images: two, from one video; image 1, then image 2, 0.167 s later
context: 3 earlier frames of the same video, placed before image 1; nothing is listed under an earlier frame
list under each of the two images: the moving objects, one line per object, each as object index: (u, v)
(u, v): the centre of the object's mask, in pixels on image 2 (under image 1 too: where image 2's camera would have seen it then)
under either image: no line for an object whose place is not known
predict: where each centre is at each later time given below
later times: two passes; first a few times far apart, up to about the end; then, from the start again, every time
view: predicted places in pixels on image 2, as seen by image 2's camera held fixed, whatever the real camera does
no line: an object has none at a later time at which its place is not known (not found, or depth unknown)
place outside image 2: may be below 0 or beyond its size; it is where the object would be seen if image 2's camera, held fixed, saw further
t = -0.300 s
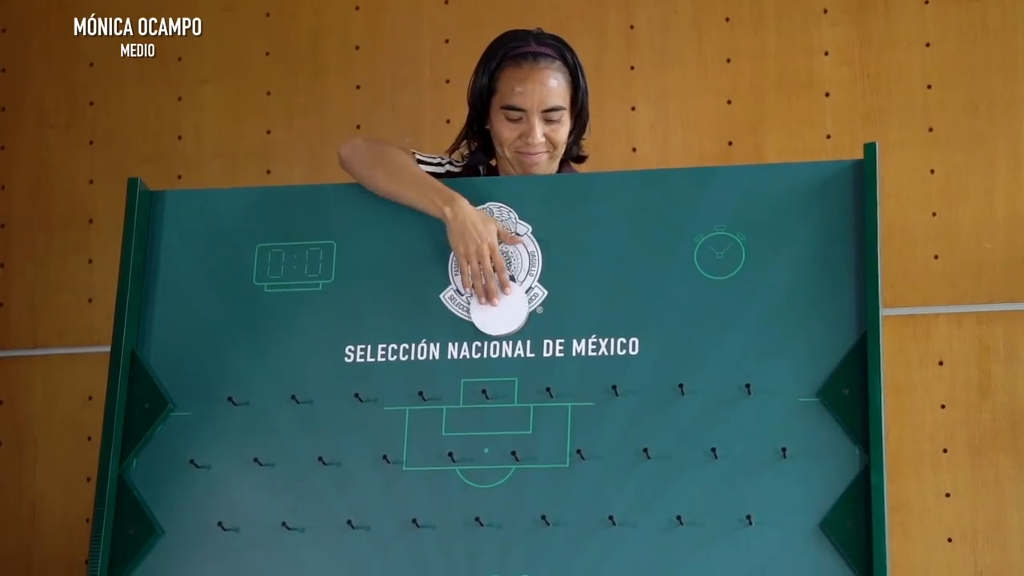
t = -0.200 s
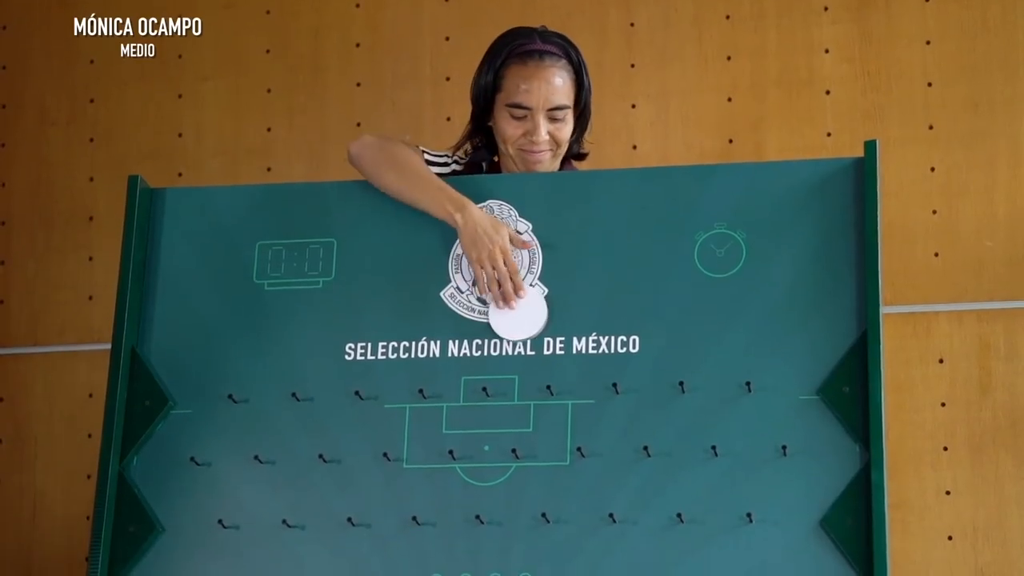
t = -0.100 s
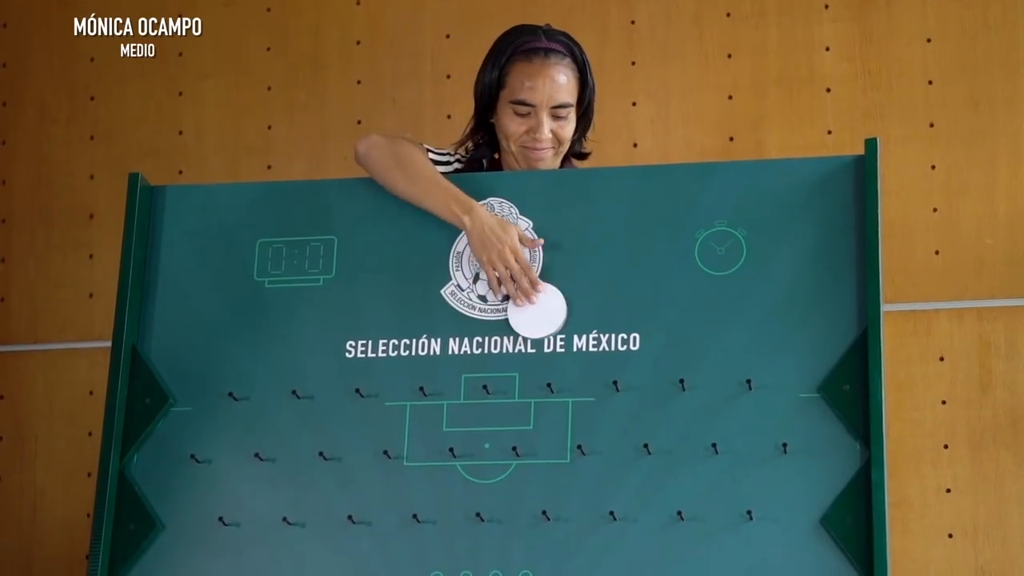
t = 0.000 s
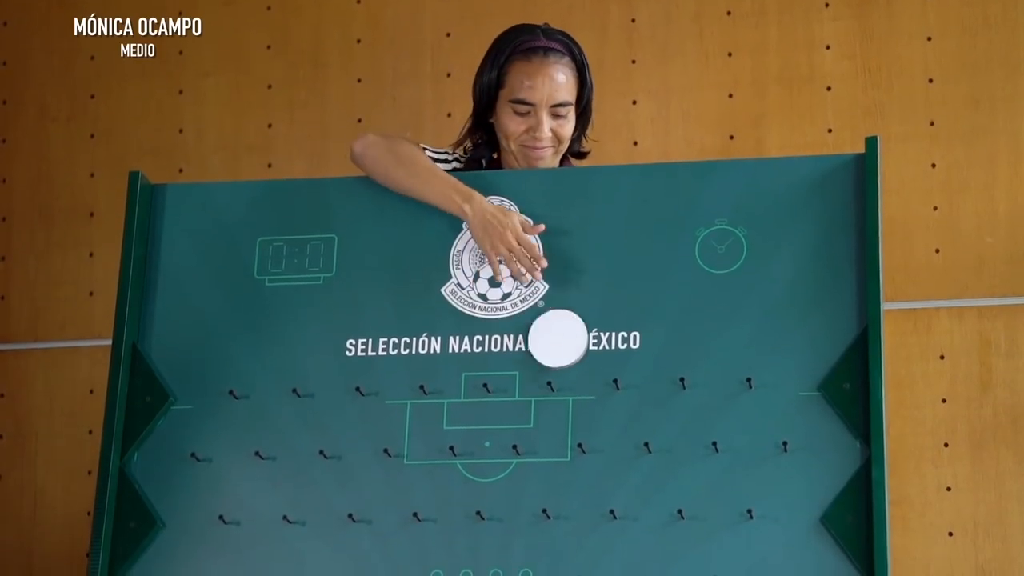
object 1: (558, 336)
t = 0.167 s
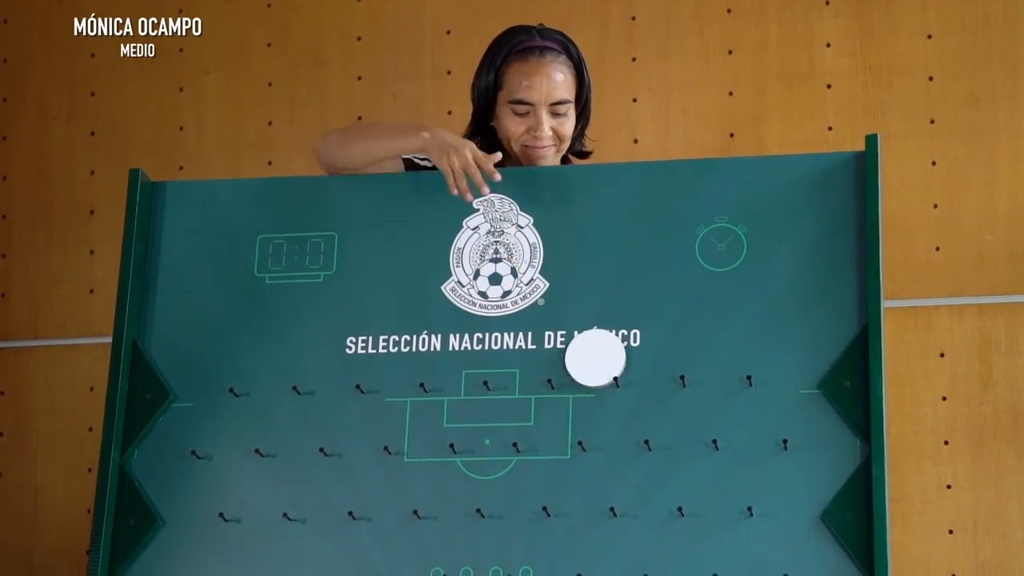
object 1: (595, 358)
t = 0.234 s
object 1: (592, 370)
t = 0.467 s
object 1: (615, 425)
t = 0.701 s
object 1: (610, 476)
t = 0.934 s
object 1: (580, 506)
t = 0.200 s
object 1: (594, 361)
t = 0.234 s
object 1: (592, 370)
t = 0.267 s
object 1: (587, 377)
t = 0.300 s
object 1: (585, 388)
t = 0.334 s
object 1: (589, 400)
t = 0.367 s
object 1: (592, 417)
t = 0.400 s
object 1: (601, 414)
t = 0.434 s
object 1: (609, 416)
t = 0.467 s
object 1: (615, 425)
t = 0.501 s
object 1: (619, 439)
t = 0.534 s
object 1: (616, 445)
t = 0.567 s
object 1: (617, 452)
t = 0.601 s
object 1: (615, 463)
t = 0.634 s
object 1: (614, 480)
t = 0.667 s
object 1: (612, 477)
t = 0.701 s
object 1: (610, 476)
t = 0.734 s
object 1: (608, 481)
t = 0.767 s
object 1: (605, 483)
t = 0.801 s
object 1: (602, 485)
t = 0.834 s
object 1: (598, 487)
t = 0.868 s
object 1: (592, 490)
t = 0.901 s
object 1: (586, 496)
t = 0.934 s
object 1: (580, 506)
